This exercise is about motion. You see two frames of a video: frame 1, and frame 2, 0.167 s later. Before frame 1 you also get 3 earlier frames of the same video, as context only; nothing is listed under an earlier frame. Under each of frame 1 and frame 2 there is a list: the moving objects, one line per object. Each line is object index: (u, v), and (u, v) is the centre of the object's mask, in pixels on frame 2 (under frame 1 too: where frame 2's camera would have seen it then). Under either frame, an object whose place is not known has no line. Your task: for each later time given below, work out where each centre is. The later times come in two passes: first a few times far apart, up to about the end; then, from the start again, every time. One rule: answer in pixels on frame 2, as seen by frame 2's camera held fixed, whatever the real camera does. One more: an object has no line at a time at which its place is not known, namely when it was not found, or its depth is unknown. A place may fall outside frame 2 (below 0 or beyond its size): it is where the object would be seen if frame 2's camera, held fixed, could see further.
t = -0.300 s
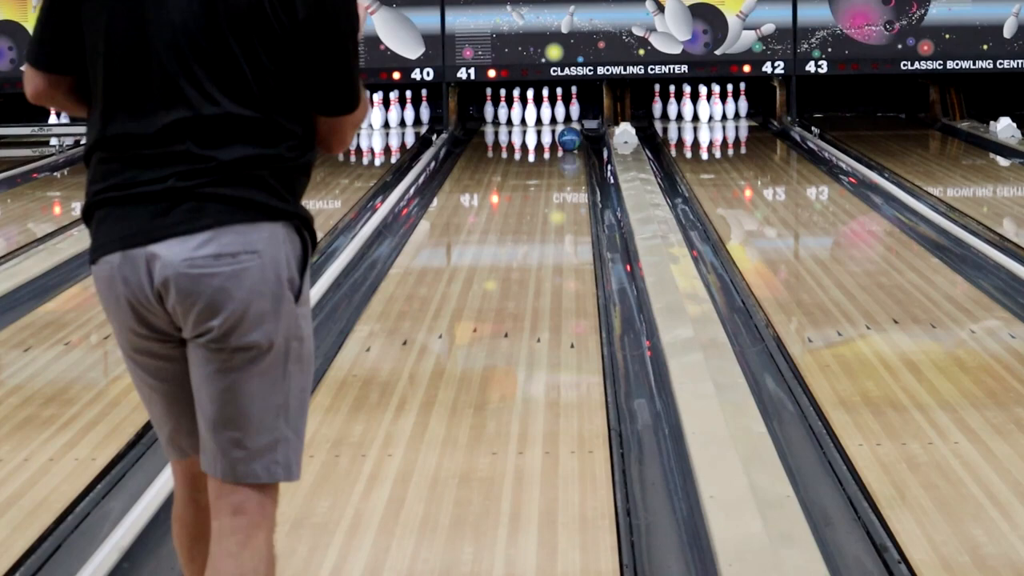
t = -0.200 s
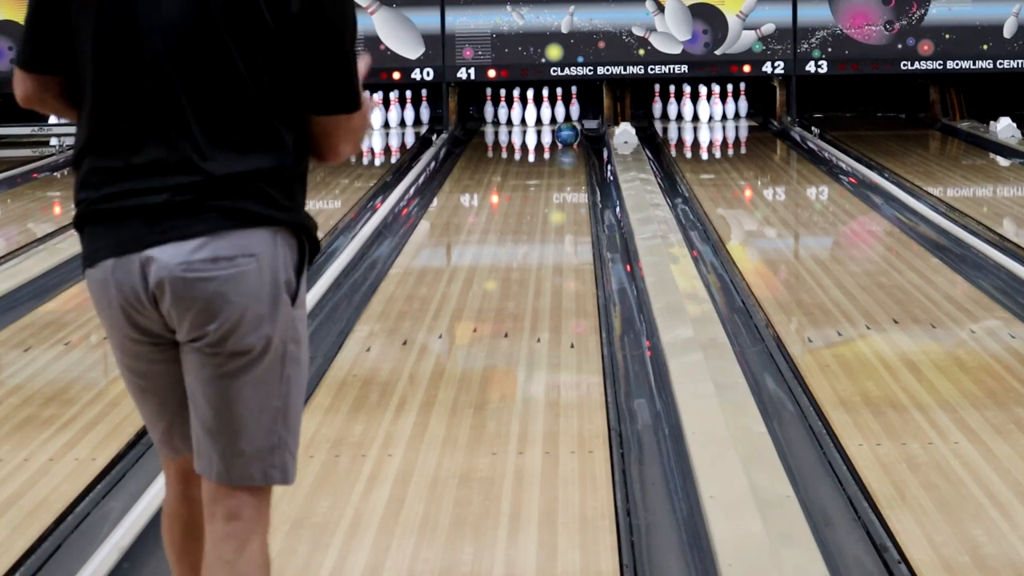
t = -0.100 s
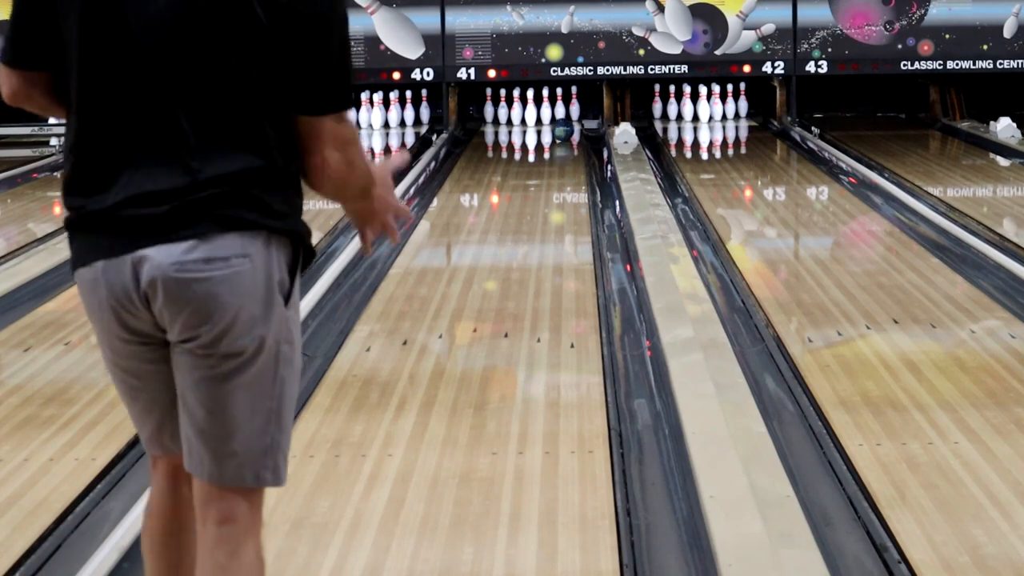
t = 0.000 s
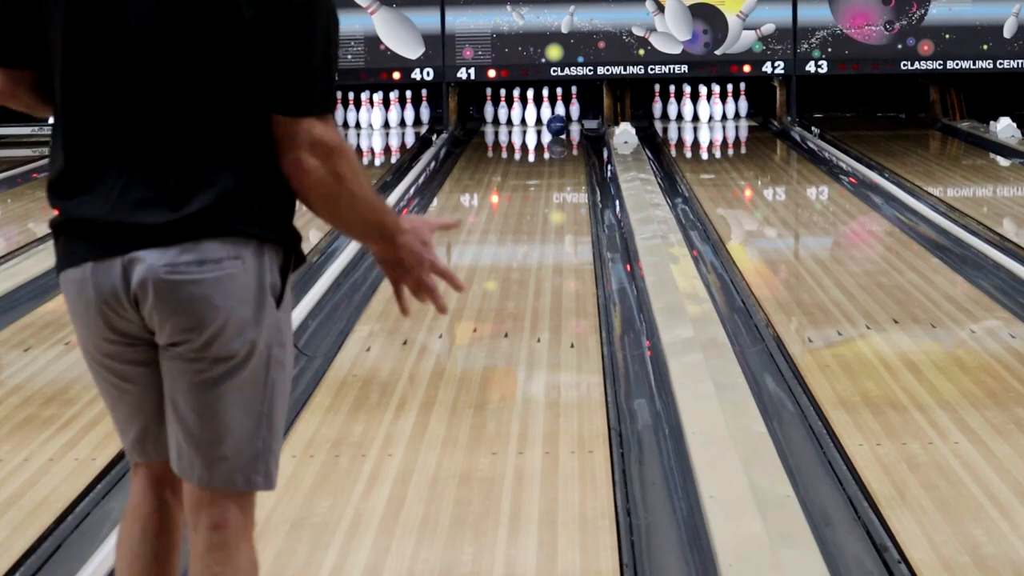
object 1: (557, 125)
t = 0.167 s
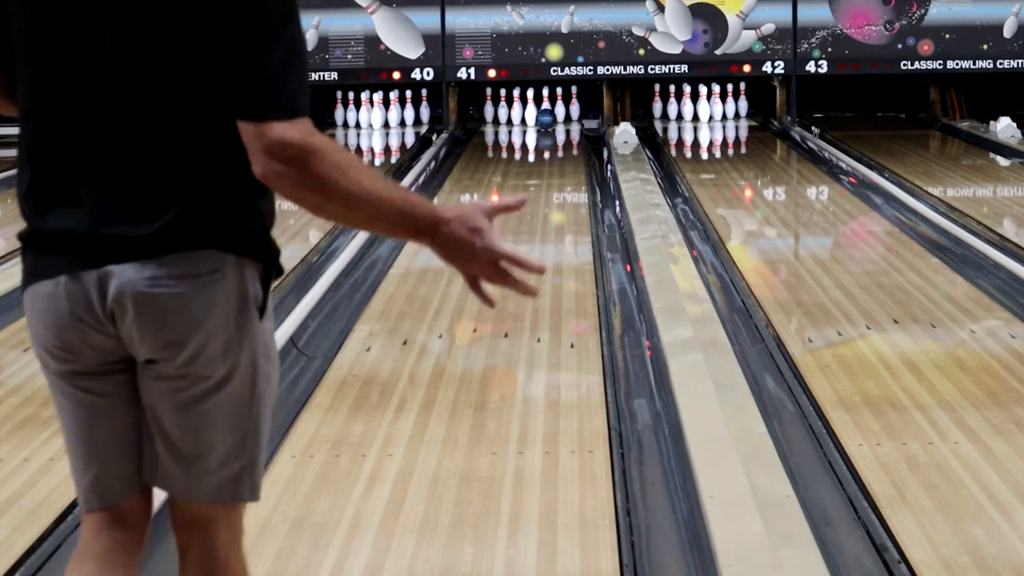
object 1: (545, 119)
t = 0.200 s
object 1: (543, 118)
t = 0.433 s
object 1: (542, 113)
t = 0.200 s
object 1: (543, 118)
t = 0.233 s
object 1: (541, 117)
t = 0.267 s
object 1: (541, 116)
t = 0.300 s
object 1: (542, 115)
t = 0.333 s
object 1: (541, 115)
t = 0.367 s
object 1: (541, 114)
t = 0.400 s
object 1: (541, 114)
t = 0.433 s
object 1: (542, 113)
